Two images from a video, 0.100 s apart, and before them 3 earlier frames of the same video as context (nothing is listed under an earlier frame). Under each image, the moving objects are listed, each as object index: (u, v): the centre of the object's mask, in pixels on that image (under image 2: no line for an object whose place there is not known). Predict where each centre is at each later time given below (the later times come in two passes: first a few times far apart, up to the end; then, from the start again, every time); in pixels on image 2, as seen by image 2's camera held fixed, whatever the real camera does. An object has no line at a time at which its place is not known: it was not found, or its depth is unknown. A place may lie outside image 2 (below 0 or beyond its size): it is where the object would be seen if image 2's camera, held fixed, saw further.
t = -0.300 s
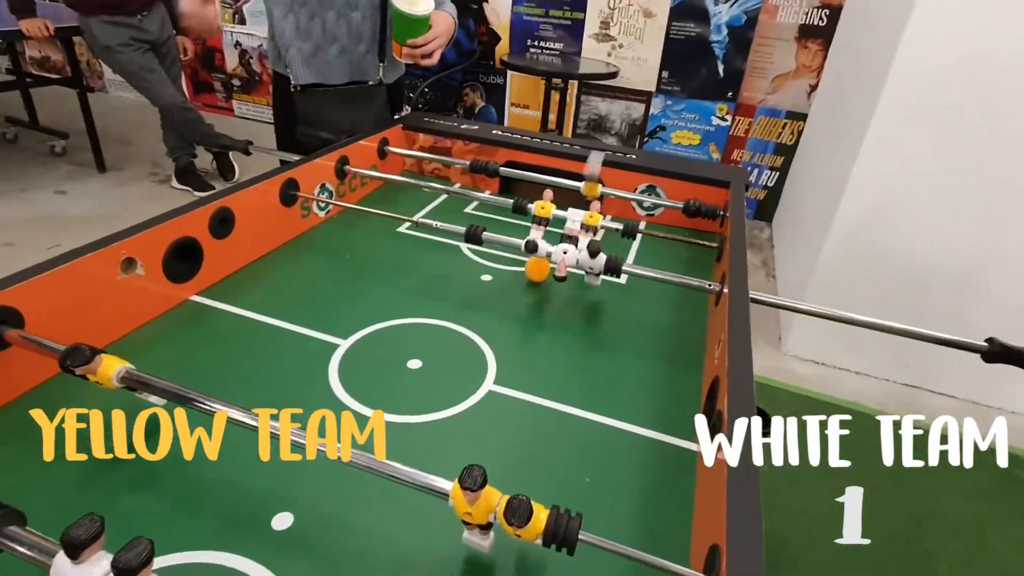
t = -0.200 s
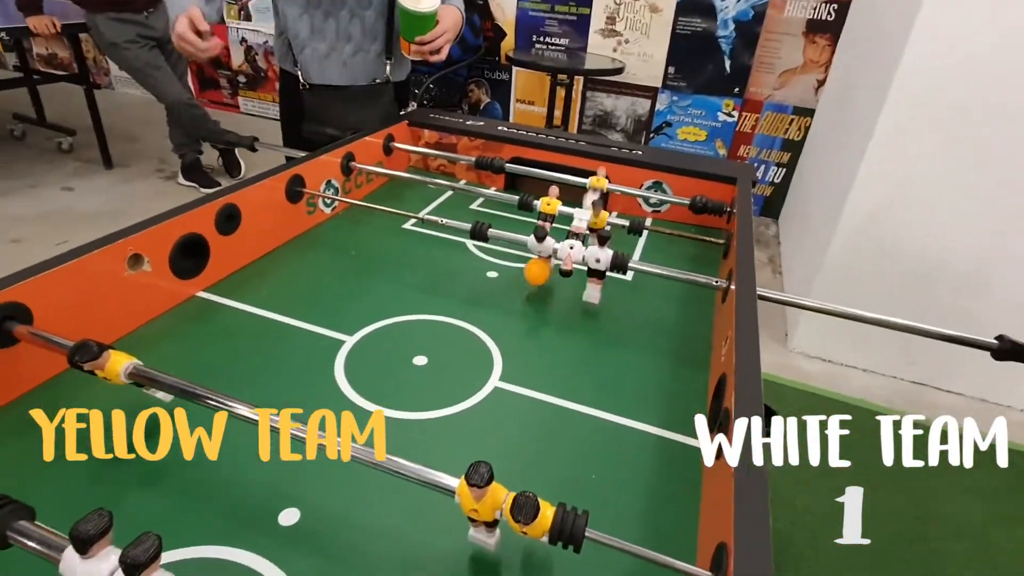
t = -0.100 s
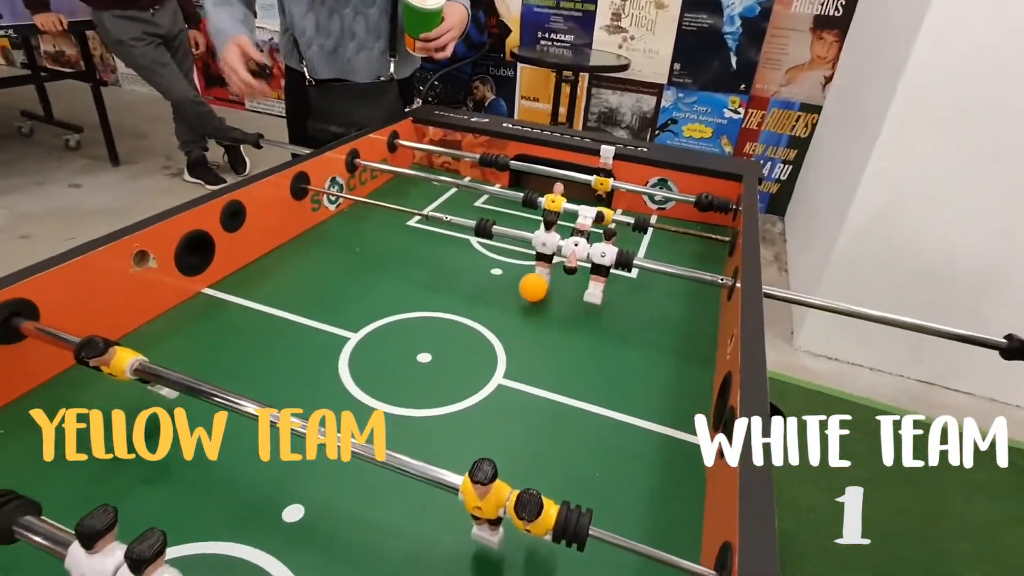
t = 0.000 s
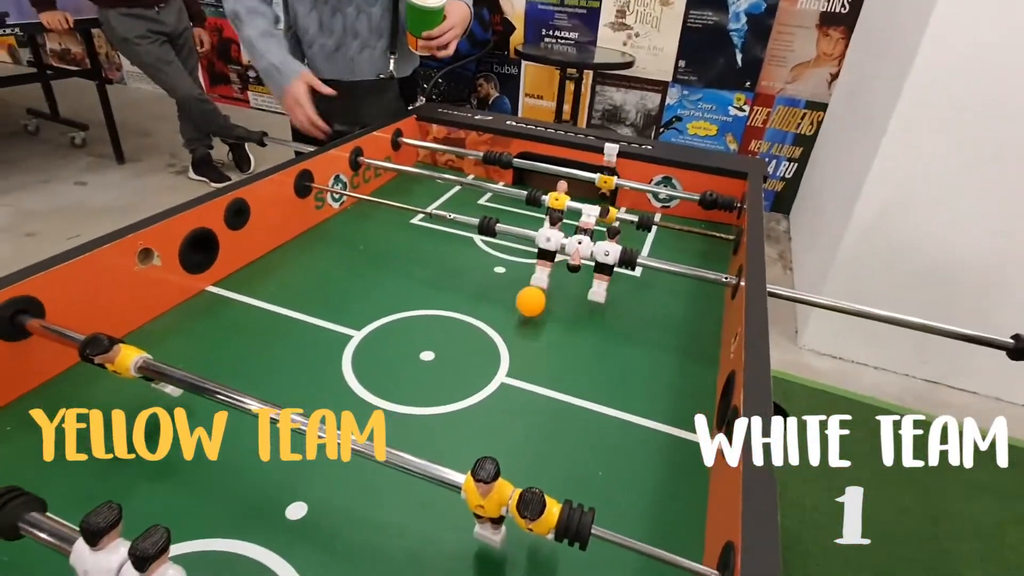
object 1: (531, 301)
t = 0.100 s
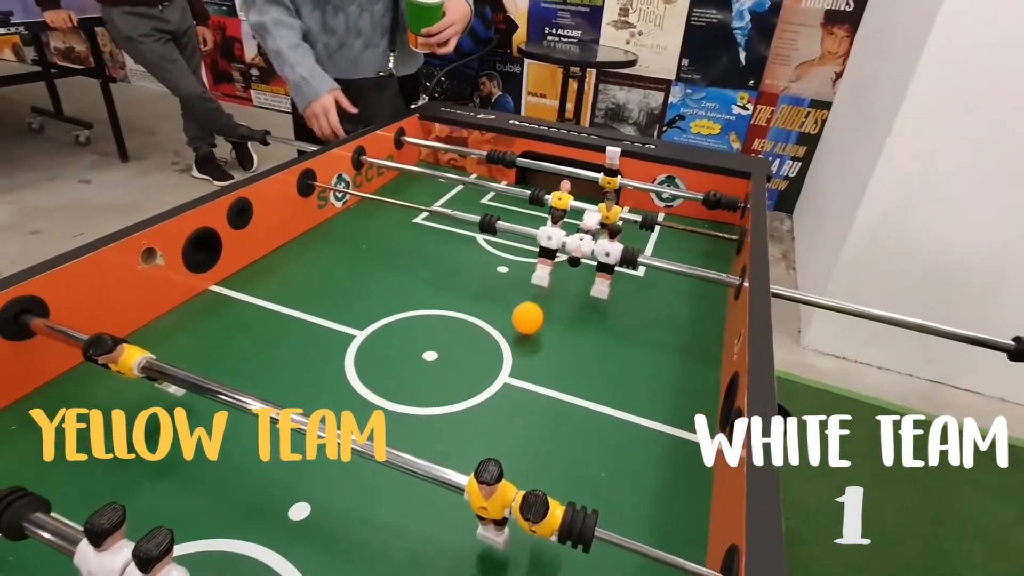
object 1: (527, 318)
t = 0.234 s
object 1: (521, 344)
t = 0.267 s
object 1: (520, 351)
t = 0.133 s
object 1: (526, 327)
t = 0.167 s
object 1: (524, 332)
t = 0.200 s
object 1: (523, 338)
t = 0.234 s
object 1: (521, 344)
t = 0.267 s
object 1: (520, 351)
